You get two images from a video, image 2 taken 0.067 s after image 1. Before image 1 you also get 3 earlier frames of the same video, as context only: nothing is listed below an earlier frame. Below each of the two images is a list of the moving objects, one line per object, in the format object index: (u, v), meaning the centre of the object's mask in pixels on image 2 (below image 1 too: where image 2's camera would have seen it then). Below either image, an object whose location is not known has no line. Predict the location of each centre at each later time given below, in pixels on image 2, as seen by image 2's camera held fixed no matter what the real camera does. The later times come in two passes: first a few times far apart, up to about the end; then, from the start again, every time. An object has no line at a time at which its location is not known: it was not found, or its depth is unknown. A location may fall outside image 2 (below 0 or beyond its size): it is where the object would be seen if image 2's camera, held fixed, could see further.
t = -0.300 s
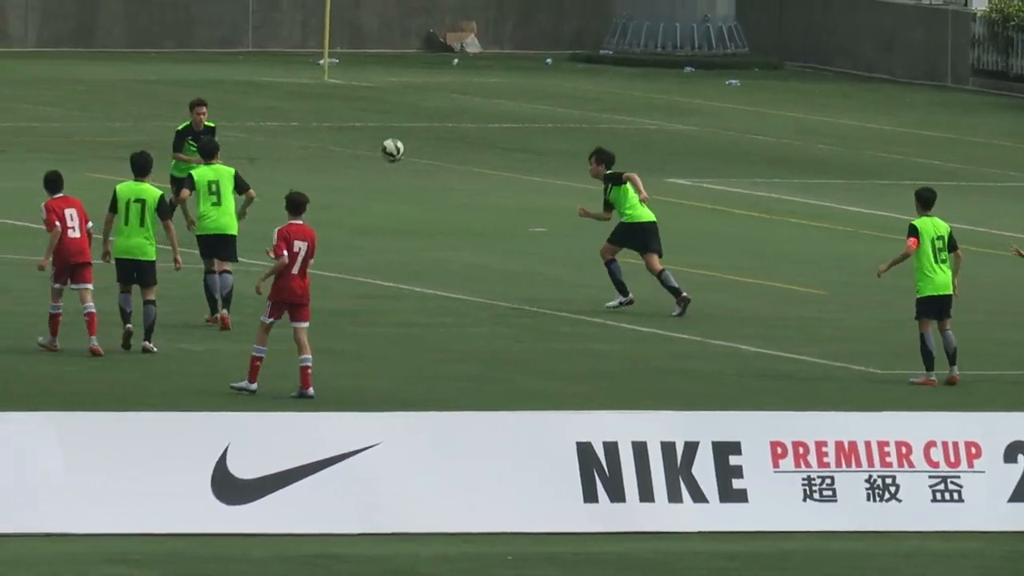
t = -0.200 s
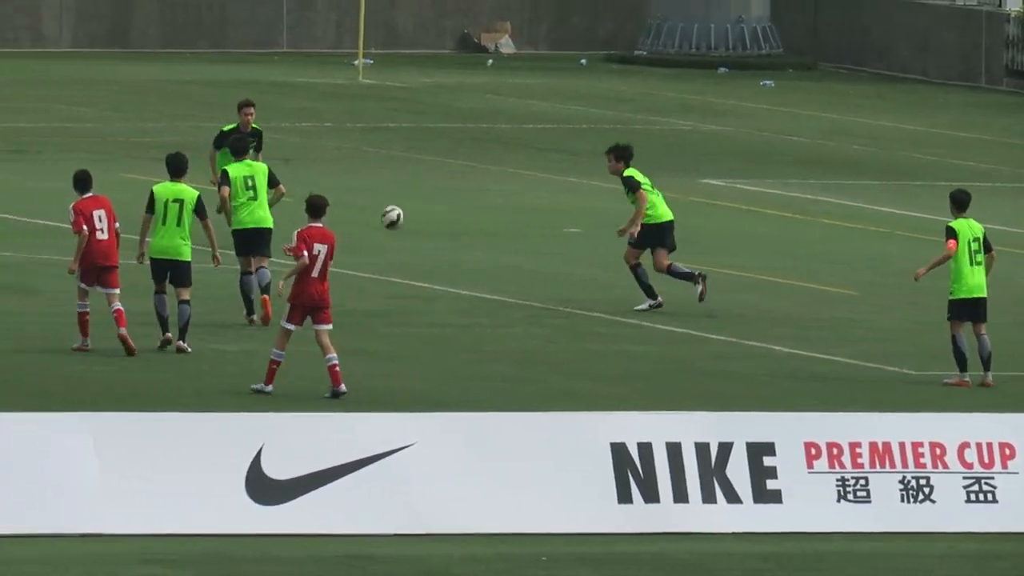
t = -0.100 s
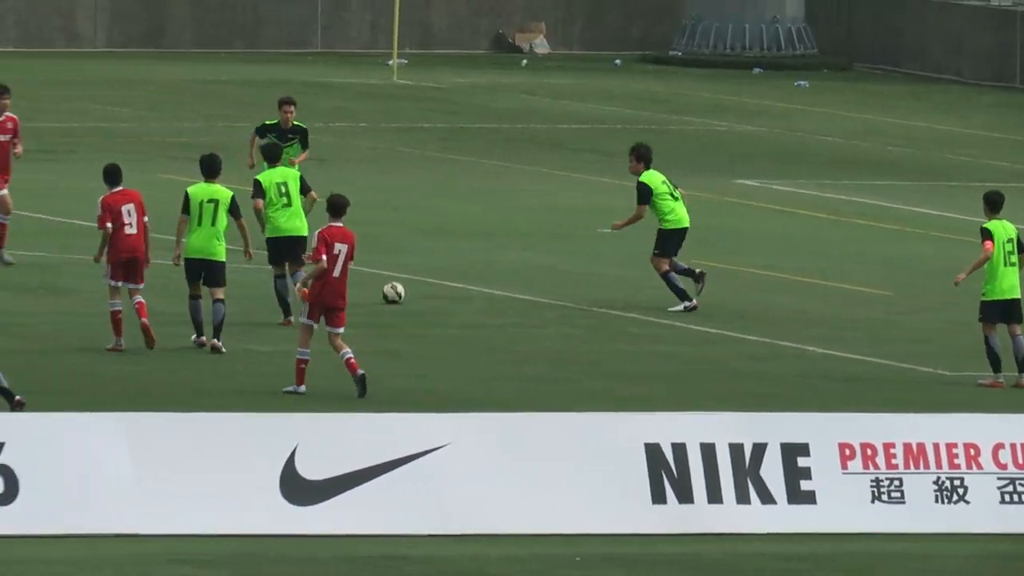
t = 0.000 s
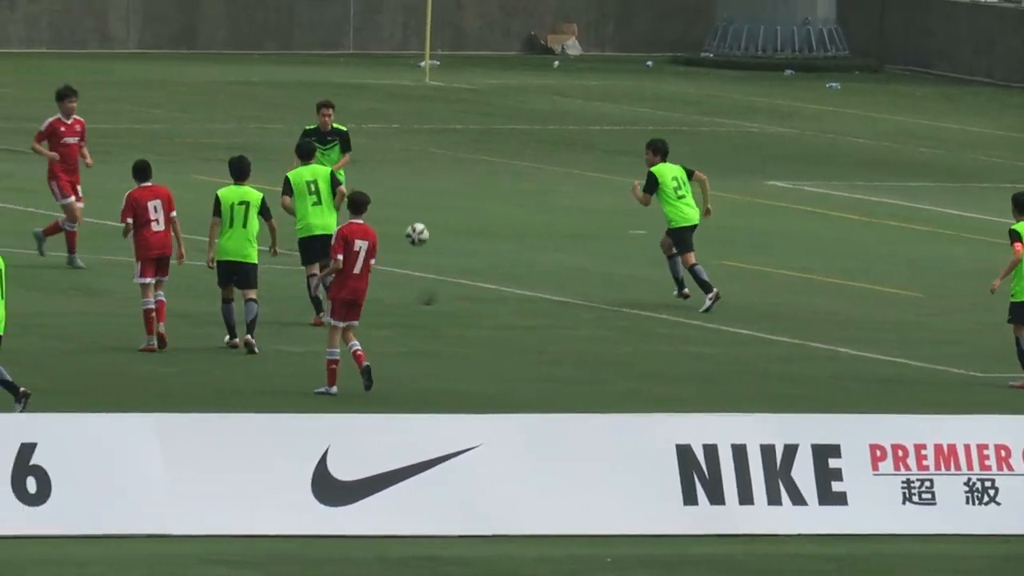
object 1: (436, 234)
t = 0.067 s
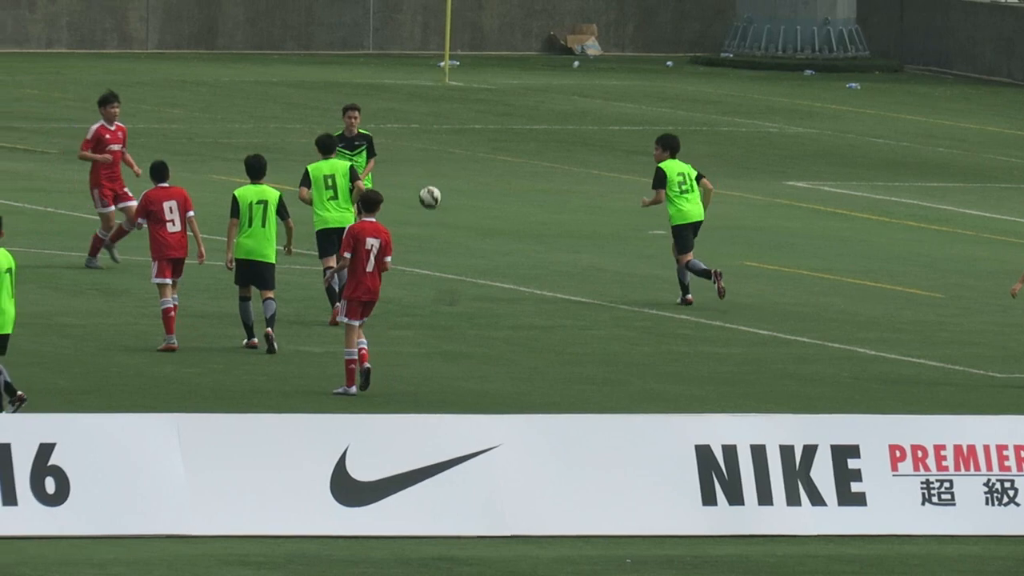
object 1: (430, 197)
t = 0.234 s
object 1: (415, 127)
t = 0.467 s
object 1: (394, 80)
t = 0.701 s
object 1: (372, 89)
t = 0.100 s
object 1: (427, 182)
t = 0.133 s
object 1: (425, 167)
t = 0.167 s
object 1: (422, 152)
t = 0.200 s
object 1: (419, 139)
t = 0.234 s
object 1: (415, 127)
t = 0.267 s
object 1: (413, 118)
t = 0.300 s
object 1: (410, 108)
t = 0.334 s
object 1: (407, 100)
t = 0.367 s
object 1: (404, 93)
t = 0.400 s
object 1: (400, 87)
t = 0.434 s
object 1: (397, 83)
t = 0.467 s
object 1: (394, 80)
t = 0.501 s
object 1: (391, 77)
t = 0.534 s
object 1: (388, 76)
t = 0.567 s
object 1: (384, 76)
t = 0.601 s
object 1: (381, 78)
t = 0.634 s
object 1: (378, 80)
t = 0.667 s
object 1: (375, 84)
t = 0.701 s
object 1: (372, 89)
